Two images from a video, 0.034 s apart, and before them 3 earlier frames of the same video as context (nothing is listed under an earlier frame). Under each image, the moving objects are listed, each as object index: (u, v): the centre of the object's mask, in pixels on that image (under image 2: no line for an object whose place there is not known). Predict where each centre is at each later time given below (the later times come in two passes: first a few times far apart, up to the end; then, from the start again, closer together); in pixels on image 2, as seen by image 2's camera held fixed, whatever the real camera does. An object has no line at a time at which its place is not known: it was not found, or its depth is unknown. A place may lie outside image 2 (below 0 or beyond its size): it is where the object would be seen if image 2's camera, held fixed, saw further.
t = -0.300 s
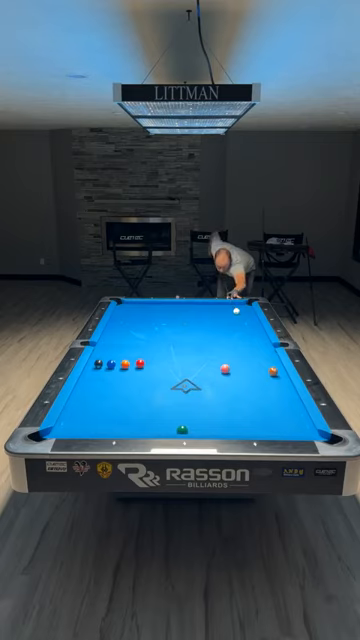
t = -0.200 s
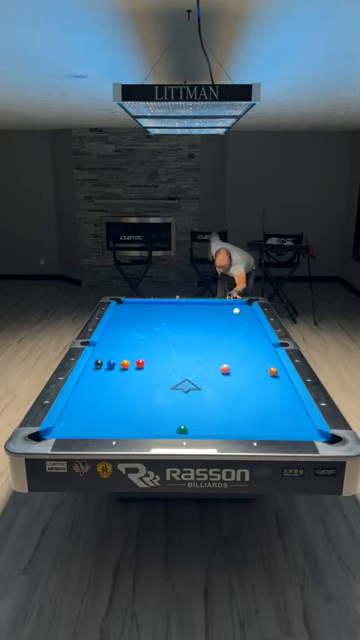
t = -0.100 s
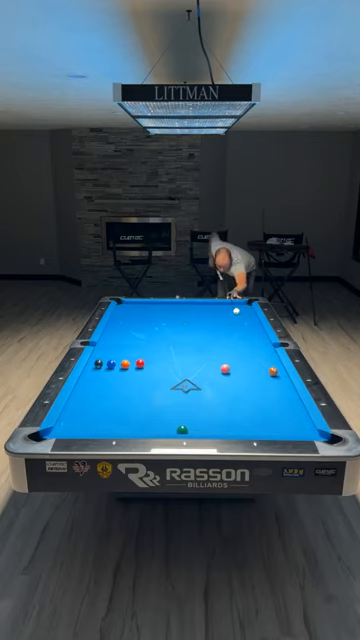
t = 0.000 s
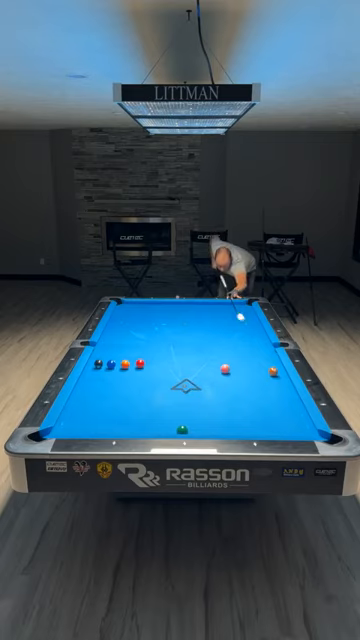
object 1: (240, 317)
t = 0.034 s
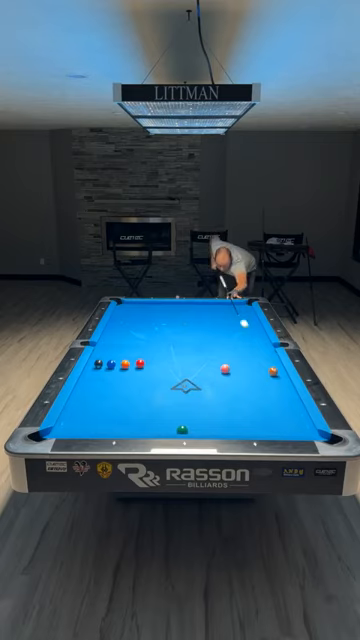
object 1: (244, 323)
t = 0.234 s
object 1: (271, 367)
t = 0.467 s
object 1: (272, 365)
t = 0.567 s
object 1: (271, 362)
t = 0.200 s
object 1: (267, 361)
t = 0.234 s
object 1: (271, 367)
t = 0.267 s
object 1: (272, 368)
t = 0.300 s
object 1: (272, 368)
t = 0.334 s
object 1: (273, 367)
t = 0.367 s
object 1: (273, 367)
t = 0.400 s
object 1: (273, 366)
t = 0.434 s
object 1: (273, 366)
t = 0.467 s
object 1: (272, 365)
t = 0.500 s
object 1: (272, 364)
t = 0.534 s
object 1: (272, 363)
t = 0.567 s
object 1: (271, 362)
